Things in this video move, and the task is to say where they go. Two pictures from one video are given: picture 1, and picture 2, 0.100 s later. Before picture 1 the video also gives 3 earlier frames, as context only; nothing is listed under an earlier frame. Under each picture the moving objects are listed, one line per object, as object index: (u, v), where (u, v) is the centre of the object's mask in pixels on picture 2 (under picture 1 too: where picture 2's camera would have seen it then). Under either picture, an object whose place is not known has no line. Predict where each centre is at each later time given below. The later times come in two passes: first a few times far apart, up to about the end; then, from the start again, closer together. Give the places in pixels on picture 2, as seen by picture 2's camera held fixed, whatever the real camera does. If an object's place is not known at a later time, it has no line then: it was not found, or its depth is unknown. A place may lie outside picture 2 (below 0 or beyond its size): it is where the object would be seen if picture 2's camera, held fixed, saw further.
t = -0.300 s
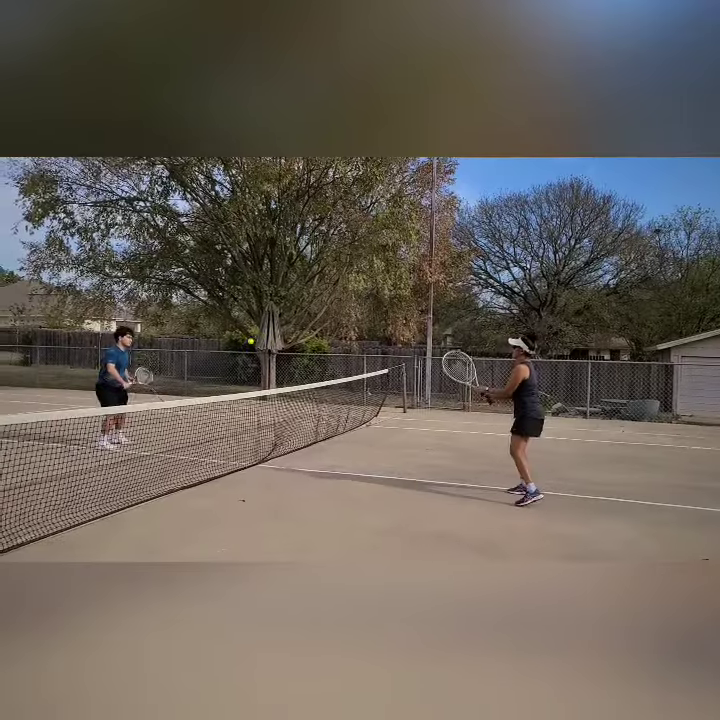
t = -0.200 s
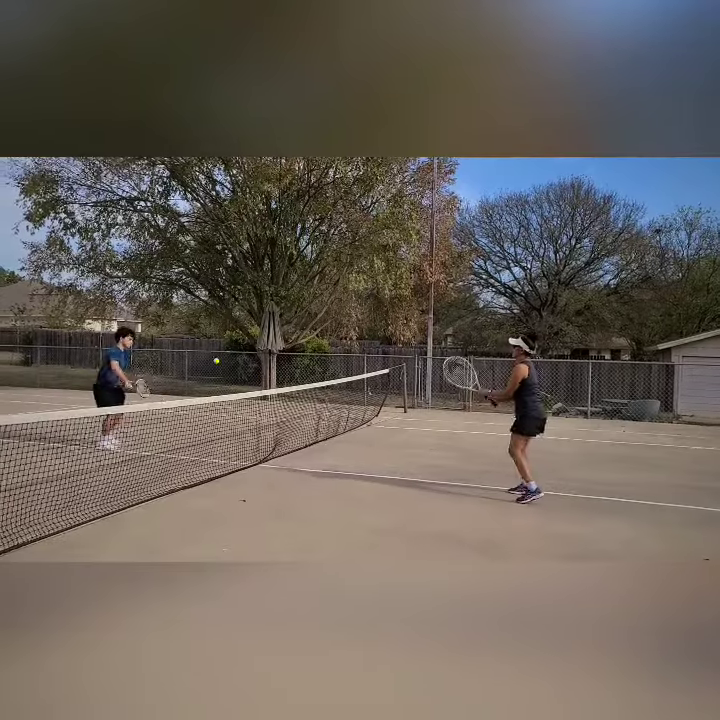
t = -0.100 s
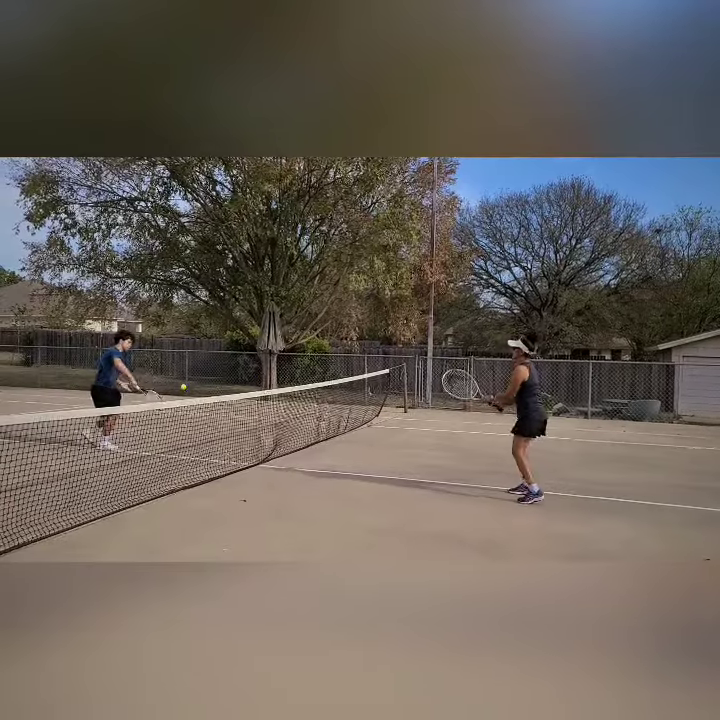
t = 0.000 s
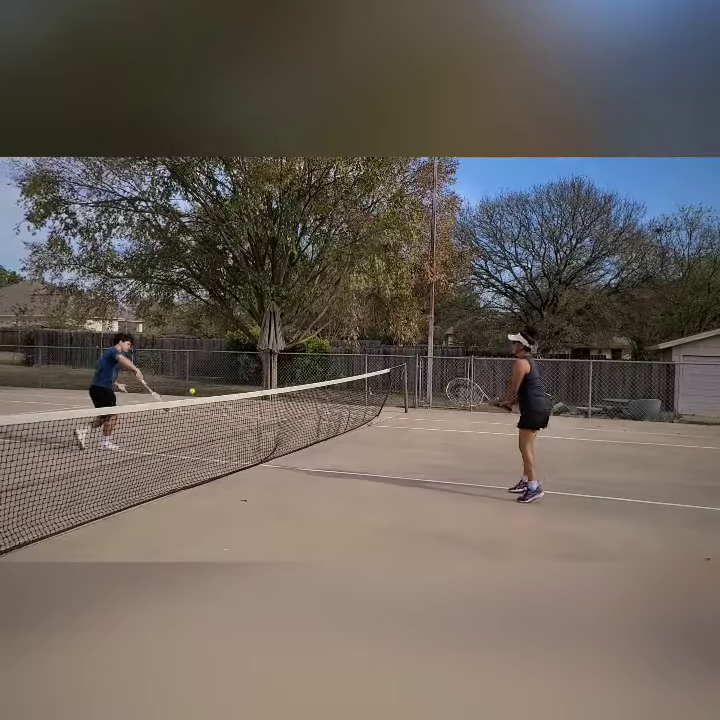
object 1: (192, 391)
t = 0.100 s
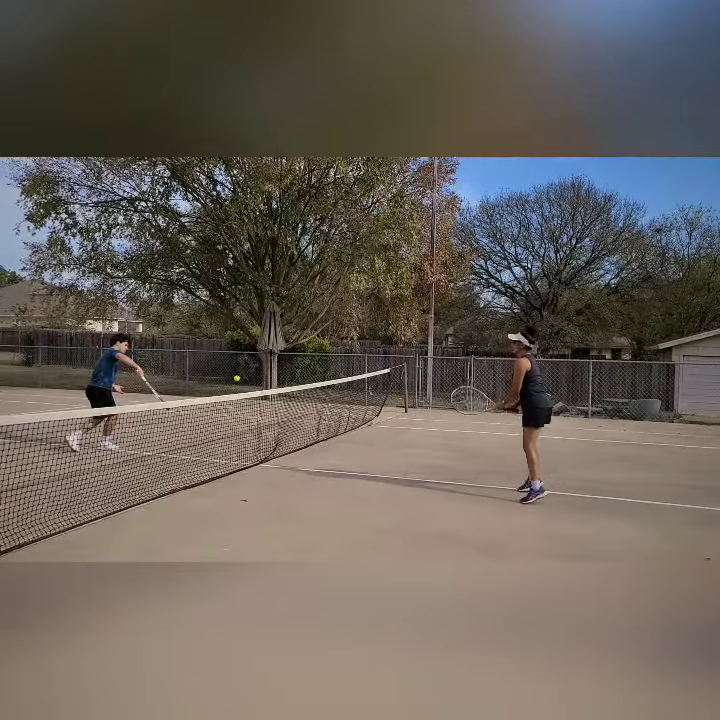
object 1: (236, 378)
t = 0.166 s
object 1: (267, 373)
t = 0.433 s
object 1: (407, 392)
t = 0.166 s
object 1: (267, 373)
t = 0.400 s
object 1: (387, 386)
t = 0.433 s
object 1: (407, 392)
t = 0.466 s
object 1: (426, 400)
